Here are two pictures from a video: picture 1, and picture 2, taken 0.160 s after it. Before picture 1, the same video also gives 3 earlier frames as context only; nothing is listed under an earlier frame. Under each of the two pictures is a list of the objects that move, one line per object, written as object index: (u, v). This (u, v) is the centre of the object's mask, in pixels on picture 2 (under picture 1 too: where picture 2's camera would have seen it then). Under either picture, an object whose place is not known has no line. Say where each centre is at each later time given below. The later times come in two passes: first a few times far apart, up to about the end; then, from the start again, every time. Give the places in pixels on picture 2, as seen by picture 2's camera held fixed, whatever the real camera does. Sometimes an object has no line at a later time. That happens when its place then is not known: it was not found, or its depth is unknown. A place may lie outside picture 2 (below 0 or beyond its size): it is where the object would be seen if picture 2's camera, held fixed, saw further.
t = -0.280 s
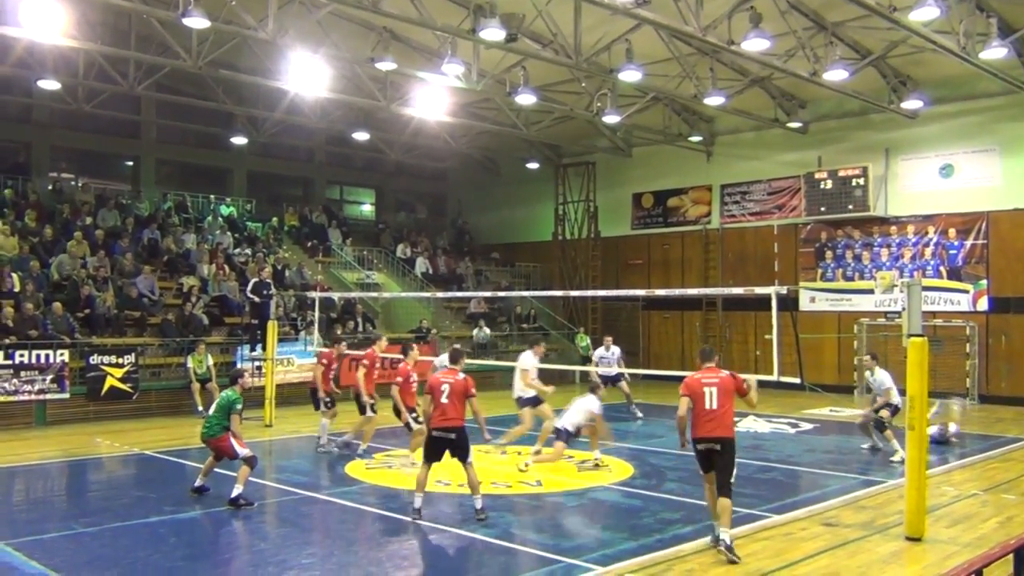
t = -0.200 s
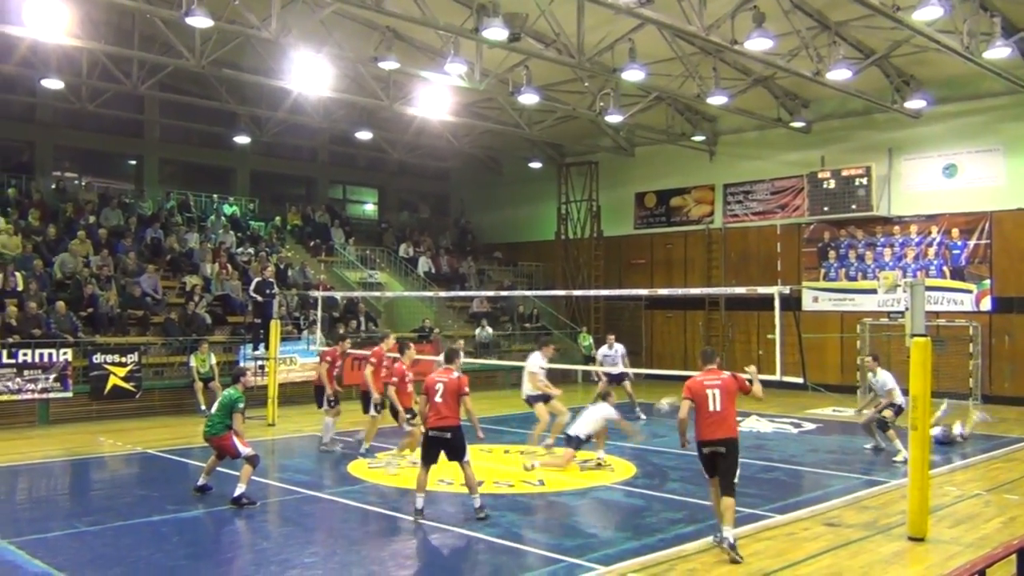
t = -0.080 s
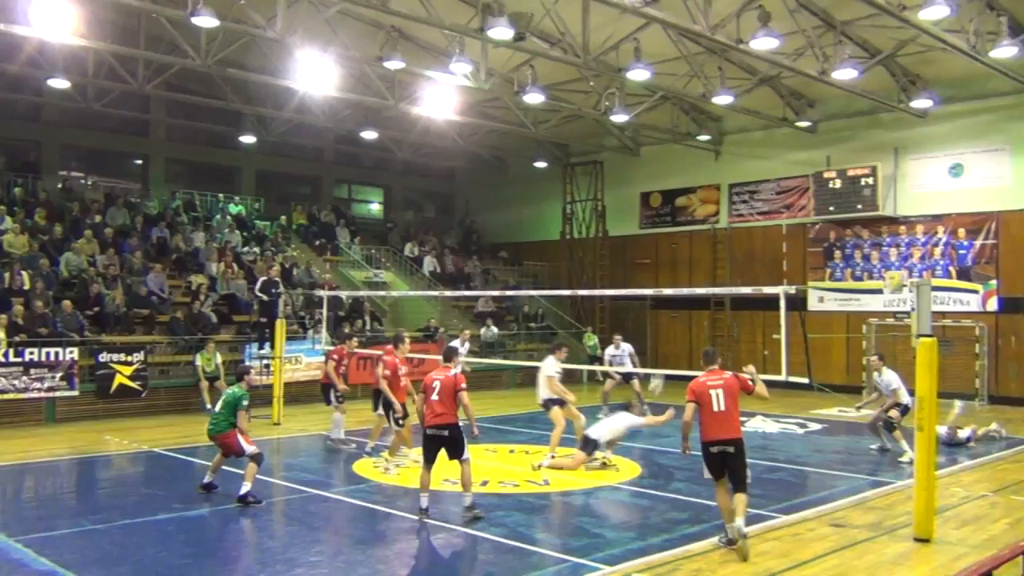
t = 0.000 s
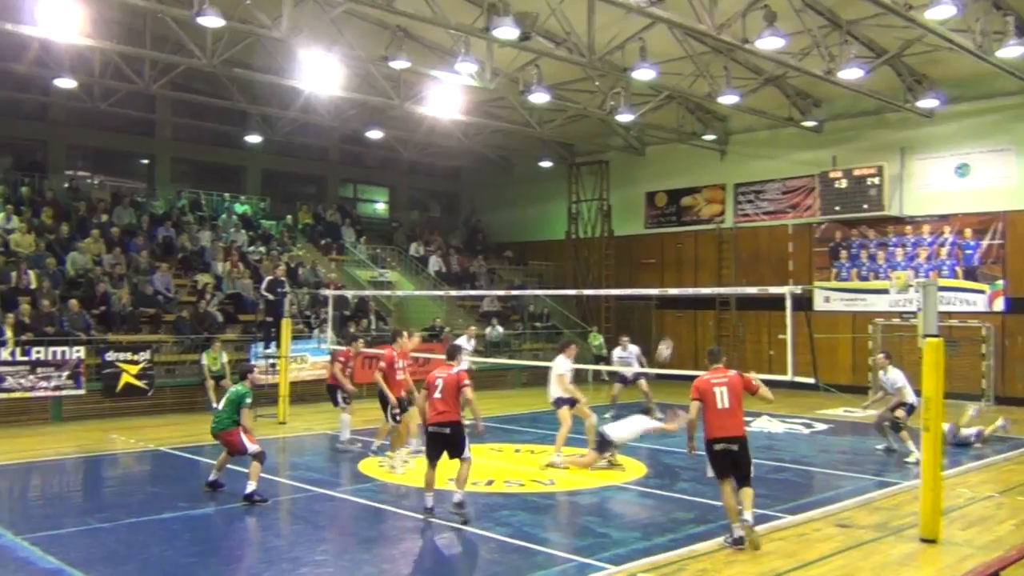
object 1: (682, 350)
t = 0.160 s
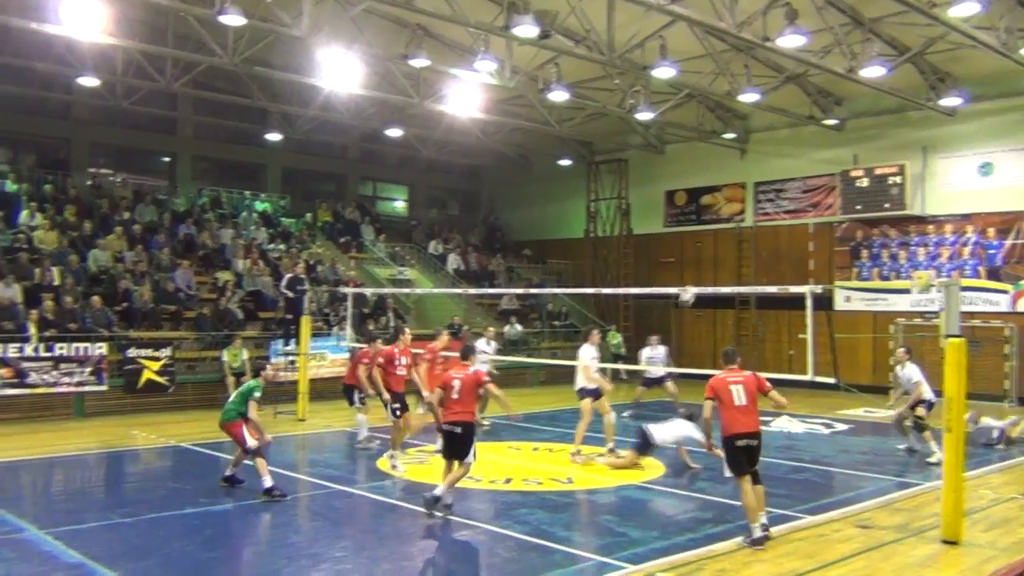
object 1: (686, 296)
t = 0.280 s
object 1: (690, 268)
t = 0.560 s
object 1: (695, 241)
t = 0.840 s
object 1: (698, 264)
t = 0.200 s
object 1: (689, 282)
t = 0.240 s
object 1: (689, 276)
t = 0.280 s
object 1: (690, 268)
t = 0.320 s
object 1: (691, 260)
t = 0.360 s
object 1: (692, 255)
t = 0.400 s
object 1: (692, 250)
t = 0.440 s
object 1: (693, 246)
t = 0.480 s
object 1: (694, 243)
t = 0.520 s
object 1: (694, 241)
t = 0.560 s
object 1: (695, 241)
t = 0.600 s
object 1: (695, 241)
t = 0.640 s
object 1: (696, 242)
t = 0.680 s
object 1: (696, 245)
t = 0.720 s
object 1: (697, 248)
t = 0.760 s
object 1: (697, 252)
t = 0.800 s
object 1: (698, 257)
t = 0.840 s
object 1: (698, 264)
